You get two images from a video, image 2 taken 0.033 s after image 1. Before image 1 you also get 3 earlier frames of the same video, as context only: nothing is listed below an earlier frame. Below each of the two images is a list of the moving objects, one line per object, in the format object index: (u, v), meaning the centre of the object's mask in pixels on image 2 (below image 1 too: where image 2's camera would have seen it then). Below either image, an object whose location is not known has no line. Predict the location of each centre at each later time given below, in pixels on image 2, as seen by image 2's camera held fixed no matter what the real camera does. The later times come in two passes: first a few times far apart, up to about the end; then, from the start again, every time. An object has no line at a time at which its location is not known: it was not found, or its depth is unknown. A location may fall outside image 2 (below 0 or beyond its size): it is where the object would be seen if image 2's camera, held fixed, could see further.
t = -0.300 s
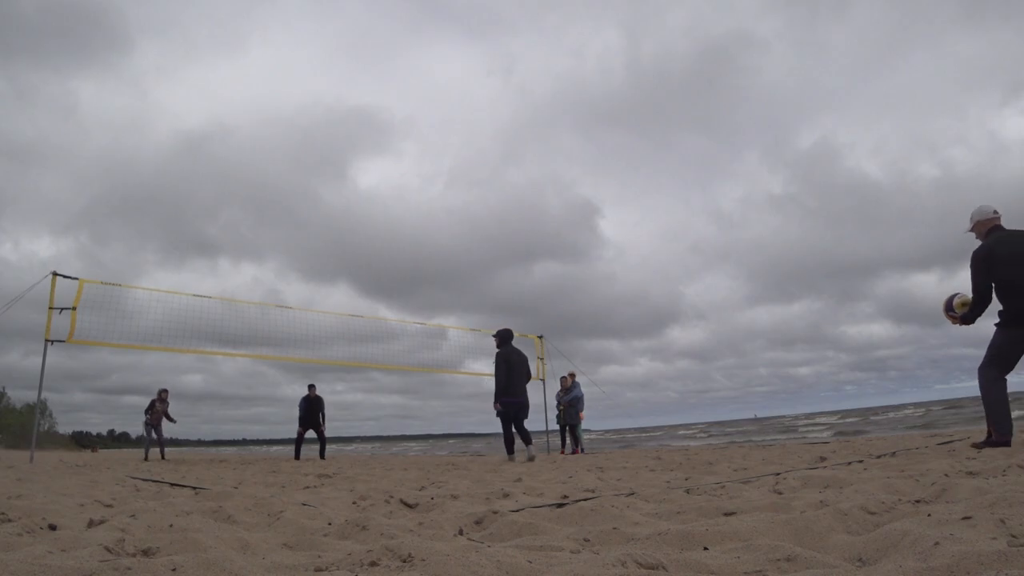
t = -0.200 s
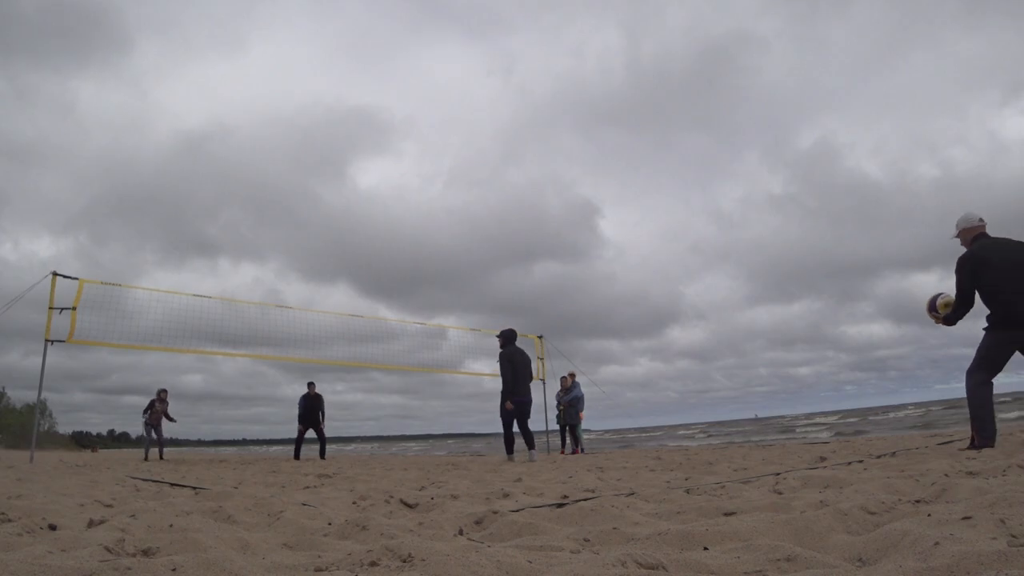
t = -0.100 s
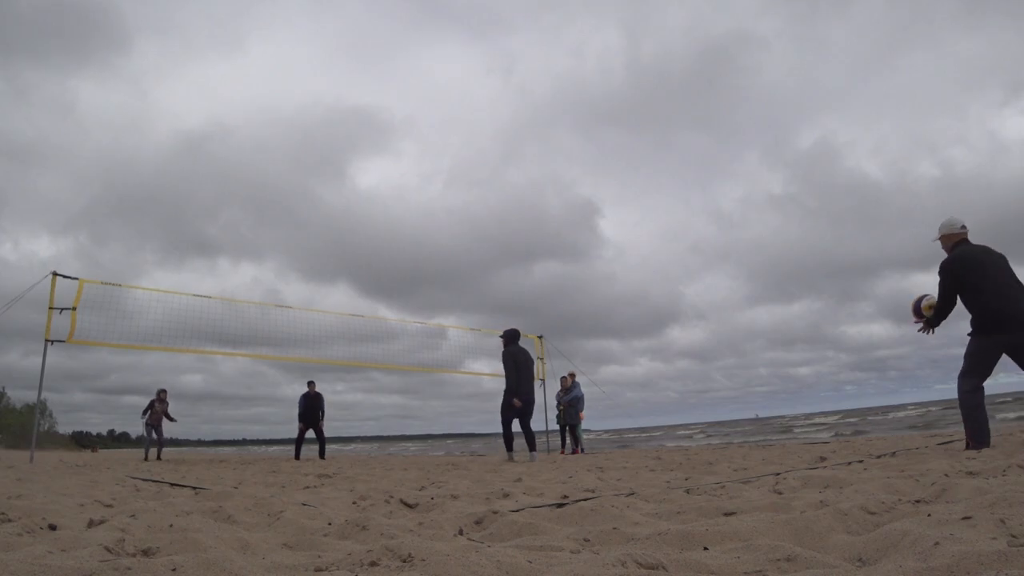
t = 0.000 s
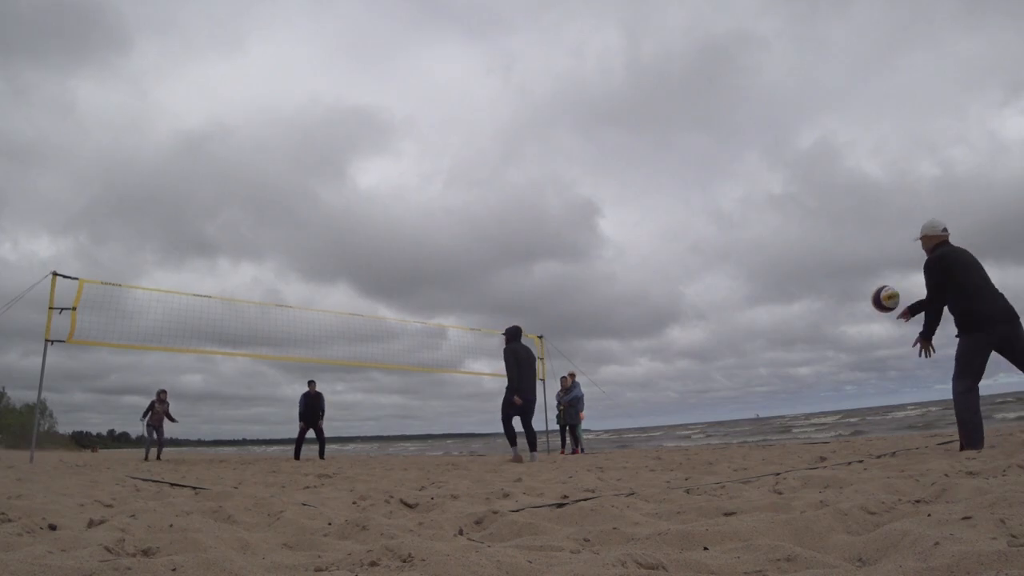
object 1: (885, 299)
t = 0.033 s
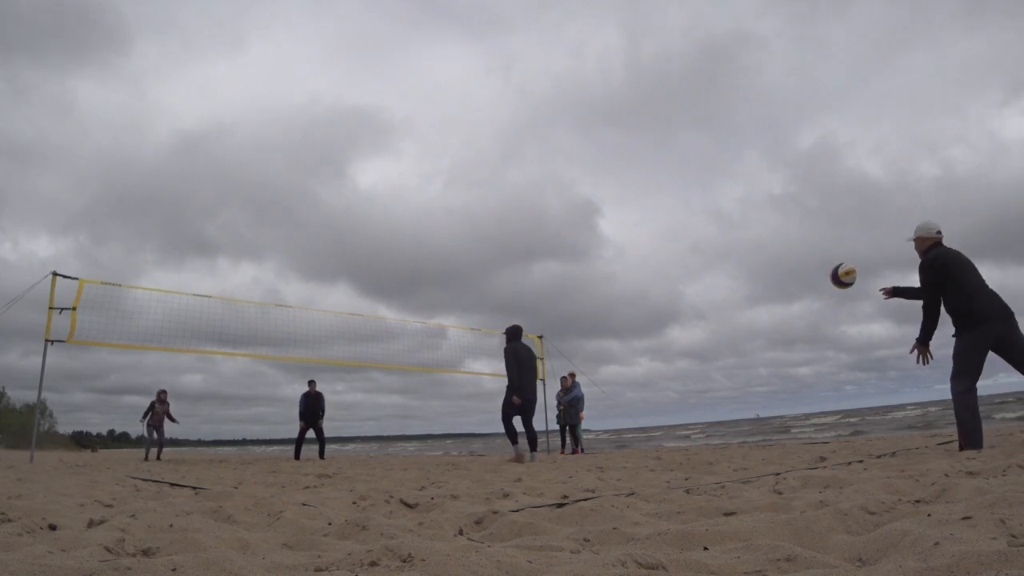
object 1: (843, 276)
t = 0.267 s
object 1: (634, 187)
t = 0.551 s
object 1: (499, 178)
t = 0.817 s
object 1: (419, 219)
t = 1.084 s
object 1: (361, 282)
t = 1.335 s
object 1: (312, 352)
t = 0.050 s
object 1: (823, 265)
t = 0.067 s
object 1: (804, 256)
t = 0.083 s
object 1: (787, 247)
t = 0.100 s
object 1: (769, 239)
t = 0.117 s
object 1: (753, 231)
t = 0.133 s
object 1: (737, 224)
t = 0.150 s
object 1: (722, 218)
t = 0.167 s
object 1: (708, 212)
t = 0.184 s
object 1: (694, 207)
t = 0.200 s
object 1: (681, 202)
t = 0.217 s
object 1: (669, 198)
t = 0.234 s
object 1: (657, 194)
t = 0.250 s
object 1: (645, 190)
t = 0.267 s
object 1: (634, 187)
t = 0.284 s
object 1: (624, 184)
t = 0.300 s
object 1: (614, 182)
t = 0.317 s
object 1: (604, 180)
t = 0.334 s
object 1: (595, 178)
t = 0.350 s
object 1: (586, 177)
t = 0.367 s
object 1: (578, 176)
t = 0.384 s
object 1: (569, 174)
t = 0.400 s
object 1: (561, 174)
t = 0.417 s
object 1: (554, 173)
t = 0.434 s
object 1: (546, 173)
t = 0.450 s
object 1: (539, 173)
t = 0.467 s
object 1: (532, 174)
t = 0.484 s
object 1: (525, 174)
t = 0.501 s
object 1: (519, 175)
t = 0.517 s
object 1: (512, 176)
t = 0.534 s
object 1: (505, 177)
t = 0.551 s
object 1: (499, 178)
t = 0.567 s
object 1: (493, 180)
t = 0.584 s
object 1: (487, 182)
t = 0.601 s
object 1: (482, 183)
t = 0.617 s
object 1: (476, 186)
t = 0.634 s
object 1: (470, 188)
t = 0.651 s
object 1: (465, 190)
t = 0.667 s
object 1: (460, 192)
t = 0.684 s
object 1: (455, 195)
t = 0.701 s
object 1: (450, 197)
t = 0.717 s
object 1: (445, 200)
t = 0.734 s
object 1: (440, 203)
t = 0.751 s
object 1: (436, 206)
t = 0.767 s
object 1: (432, 209)
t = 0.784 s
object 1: (427, 213)
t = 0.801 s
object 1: (423, 216)
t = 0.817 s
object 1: (419, 219)
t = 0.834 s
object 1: (416, 223)
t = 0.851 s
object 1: (411, 227)
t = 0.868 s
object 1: (407, 230)
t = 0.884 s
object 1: (404, 234)
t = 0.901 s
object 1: (400, 238)
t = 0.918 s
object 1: (396, 241)
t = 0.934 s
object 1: (392, 245)
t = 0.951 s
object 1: (389, 249)
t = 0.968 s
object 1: (385, 253)
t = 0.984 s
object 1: (382, 257)
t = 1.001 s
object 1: (378, 262)
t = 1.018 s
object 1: (375, 266)
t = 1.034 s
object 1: (371, 270)
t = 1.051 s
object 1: (367, 274)
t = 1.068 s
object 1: (364, 278)
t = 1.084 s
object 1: (361, 282)
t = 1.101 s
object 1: (357, 287)
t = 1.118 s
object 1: (354, 291)
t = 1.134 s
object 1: (351, 295)
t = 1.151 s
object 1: (347, 299)
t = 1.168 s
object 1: (344, 304)
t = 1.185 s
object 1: (341, 308)
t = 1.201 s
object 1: (337, 313)
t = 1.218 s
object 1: (334, 317)
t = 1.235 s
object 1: (331, 322)
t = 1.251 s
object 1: (328, 327)
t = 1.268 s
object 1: (325, 332)
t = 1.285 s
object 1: (322, 337)
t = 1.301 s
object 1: (319, 342)
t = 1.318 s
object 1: (315, 347)
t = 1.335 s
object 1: (312, 352)
